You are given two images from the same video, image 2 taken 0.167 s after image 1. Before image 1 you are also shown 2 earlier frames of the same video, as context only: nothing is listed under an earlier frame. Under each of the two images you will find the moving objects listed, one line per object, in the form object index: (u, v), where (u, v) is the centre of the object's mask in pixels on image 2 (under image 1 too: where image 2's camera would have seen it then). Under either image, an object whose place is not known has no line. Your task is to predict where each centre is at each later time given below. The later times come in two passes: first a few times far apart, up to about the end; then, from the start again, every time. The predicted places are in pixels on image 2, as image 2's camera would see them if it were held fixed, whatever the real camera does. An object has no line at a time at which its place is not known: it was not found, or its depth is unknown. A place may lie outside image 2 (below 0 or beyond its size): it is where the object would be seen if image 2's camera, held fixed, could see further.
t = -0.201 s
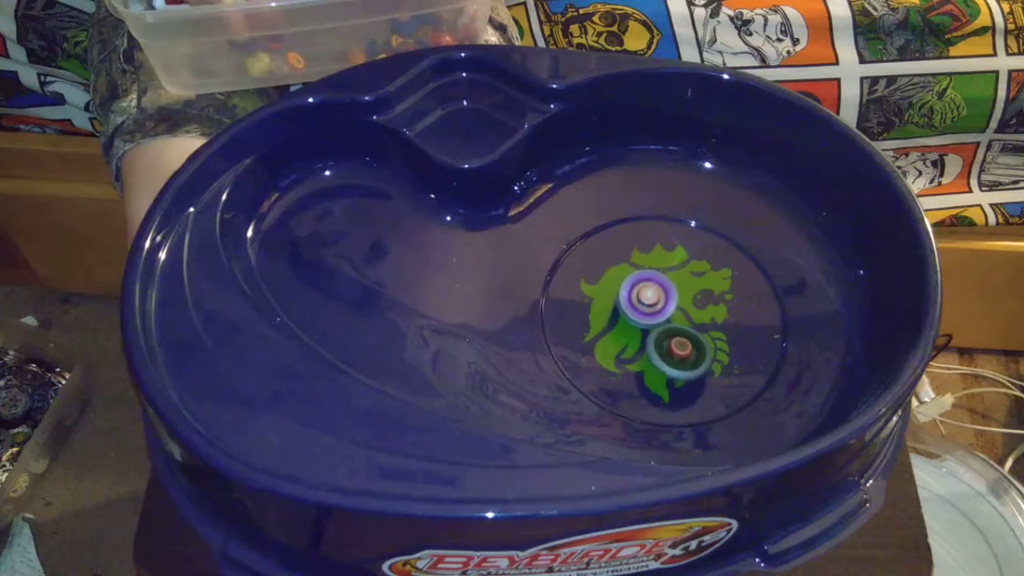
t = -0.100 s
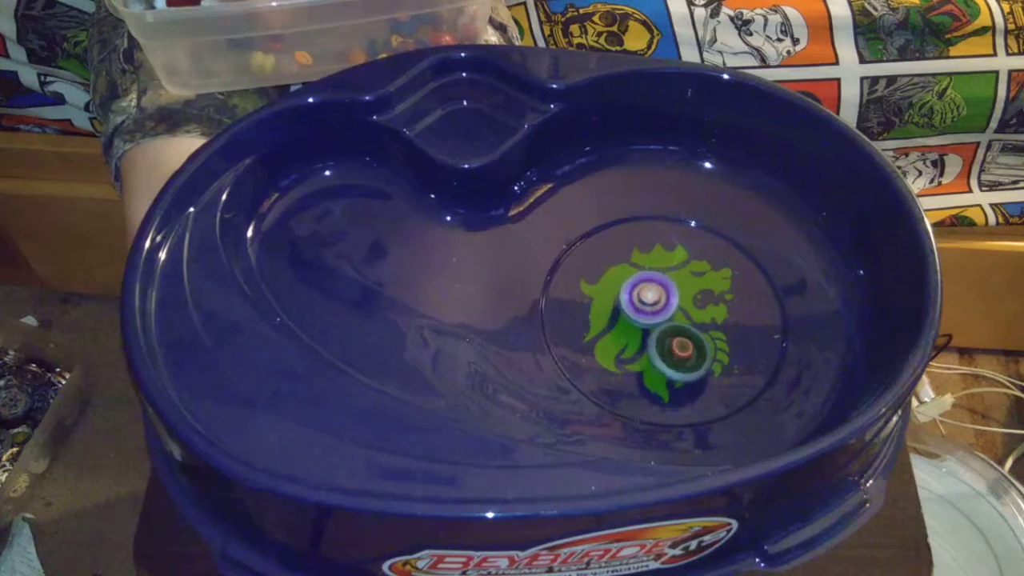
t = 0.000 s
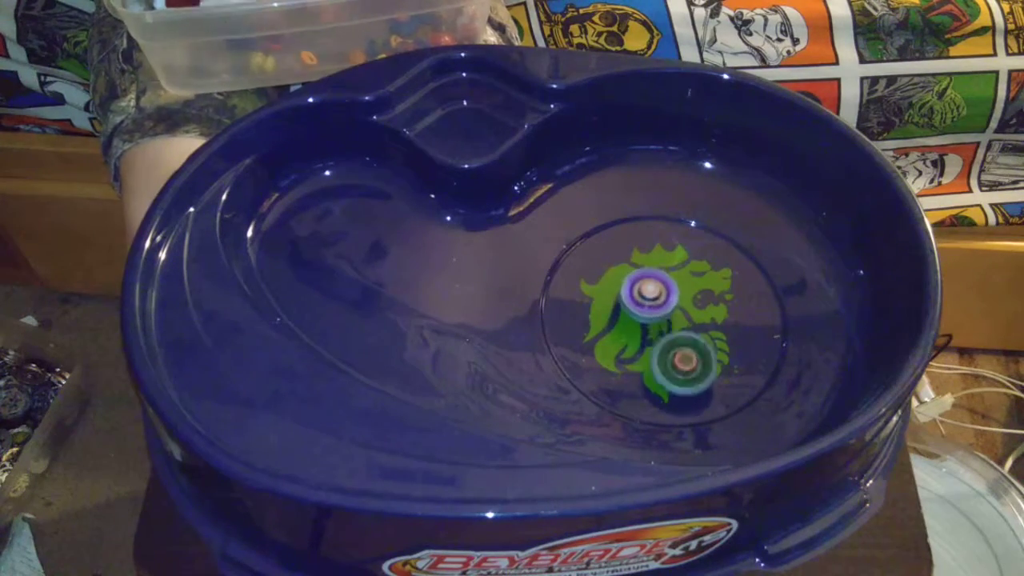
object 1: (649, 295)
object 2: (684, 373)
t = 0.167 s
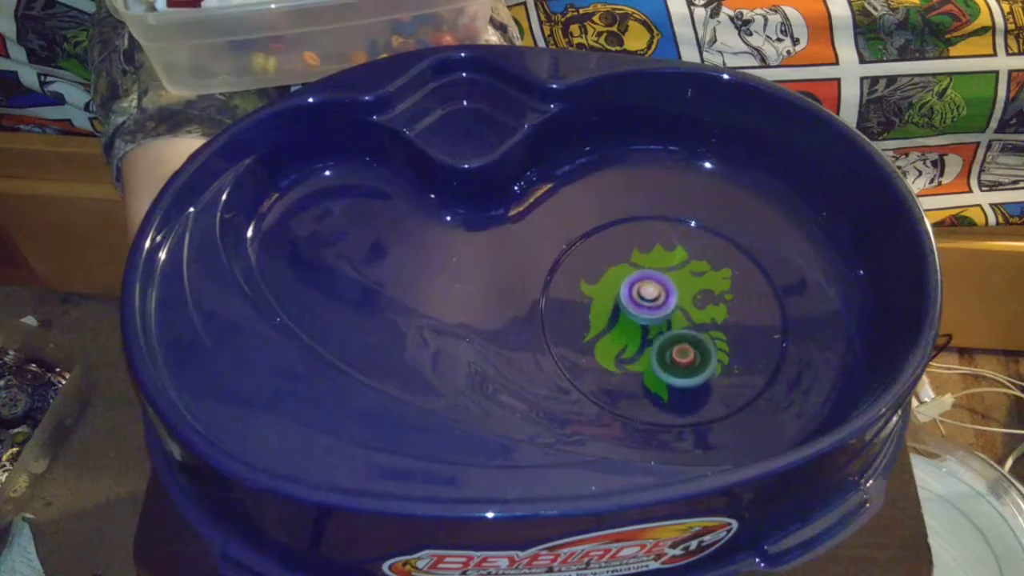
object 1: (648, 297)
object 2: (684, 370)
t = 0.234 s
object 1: (647, 297)
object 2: (684, 370)
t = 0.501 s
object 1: (644, 299)
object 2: (689, 367)
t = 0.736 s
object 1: (644, 299)
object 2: (689, 365)
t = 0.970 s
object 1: (644, 301)
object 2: (690, 361)
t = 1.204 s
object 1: (644, 304)
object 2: (693, 360)
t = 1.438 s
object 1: (643, 306)
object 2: (694, 357)
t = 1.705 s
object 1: (642, 305)
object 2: (695, 356)
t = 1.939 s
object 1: (643, 305)
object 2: (696, 355)
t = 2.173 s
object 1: (637, 292)
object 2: (718, 376)
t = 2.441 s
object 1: (638, 293)
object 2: (719, 376)
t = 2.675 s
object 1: (638, 298)
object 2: (712, 353)
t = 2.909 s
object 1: (636, 302)
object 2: (701, 306)
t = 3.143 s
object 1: (635, 302)
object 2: (696, 296)
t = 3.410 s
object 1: (633, 303)
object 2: (695, 297)
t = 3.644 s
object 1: (626, 304)
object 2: (701, 299)
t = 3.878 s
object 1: (626, 305)
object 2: (699, 298)
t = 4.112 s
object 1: (629, 307)
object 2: (693, 294)
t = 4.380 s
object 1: (630, 312)
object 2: (692, 291)
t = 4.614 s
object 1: (631, 314)
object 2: (686, 292)
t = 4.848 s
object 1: (633, 315)
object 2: (683, 287)
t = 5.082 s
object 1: (635, 317)
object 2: (682, 284)
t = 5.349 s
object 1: (637, 319)
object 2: (676, 281)
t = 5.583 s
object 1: (632, 321)
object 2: (680, 276)
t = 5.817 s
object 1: (633, 322)
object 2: (673, 277)
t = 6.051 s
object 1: (637, 324)
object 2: (664, 279)
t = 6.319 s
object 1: (638, 325)
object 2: (660, 278)
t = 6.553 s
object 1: (631, 333)
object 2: (667, 271)
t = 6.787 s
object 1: (634, 333)
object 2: (670, 268)
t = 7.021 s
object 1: (638, 333)
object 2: (669, 272)
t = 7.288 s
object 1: (643, 334)
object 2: (659, 277)
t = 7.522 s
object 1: (645, 334)
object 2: (651, 279)
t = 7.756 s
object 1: (649, 334)
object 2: (650, 281)
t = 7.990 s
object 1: (649, 336)
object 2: (661, 281)
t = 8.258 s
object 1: (648, 336)
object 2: (671, 284)
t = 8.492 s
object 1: (647, 336)
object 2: (676, 291)
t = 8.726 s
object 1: (648, 336)
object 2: (672, 290)
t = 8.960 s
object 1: (649, 335)
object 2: (676, 289)
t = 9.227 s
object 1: (652, 334)
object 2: (662, 283)
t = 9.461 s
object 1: (657, 335)
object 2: (664, 282)
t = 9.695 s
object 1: (659, 334)
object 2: (660, 282)
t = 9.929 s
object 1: (652, 340)
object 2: (679, 296)
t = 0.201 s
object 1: (648, 297)
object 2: (684, 370)
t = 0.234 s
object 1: (647, 297)
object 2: (684, 370)
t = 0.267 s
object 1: (647, 298)
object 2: (685, 370)
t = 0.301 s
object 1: (646, 298)
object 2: (686, 370)
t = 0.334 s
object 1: (646, 298)
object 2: (686, 370)
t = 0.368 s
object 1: (645, 298)
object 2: (687, 370)
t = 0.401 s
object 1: (645, 298)
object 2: (687, 369)
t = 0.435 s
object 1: (645, 298)
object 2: (688, 369)
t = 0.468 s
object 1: (645, 298)
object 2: (689, 368)
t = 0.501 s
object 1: (644, 299)
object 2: (689, 367)
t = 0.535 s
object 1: (644, 299)
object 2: (689, 366)
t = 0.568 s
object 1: (644, 299)
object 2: (689, 366)
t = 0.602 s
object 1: (644, 299)
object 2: (689, 366)
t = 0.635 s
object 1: (644, 299)
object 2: (689, 365)
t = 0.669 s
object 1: (644, 299)
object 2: (689, 365)
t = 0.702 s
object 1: (644, 299)
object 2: (689, 365)
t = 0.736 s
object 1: (644, 299)
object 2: (689, 365)
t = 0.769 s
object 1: (644, 299)
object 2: (689, 364)
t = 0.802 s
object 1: (644, 299)
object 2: (689, 364)
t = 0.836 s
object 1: (644, 299)
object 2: (689, 364)
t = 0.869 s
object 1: (644, 299)
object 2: (688, 363)
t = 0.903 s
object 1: (644, 300)
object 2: (688, 362)
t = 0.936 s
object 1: (644, 300)
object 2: (689, 362)
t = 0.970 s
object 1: (644, 301)
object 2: (690, 361)
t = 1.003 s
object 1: (644, 301)
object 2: (690, 362)
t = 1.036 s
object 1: (645, 302)
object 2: (691, 361)
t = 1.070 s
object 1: (644, 302)
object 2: (691, 362)
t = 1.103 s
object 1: (645, 303)
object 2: (692, 361)
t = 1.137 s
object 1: (644, 303)
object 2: (693, 361)
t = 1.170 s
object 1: (645, 304)
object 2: (692, 361)
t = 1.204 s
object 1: (644, 304)
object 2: (693, 360)
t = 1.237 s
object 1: (644, 305)
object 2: (693, 360)
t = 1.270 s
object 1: (644, 305)
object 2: (693, 359)
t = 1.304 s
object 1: (644, 306)
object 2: (693, 358)
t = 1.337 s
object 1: (643, 306)
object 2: (694, 358)
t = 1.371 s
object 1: (643, 306)
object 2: (693, 357)
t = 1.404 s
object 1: (643, 306)
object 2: (694, 357)
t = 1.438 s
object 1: (643, 306)
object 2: (694, 357)
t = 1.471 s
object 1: (643, 307)
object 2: (694, 356)
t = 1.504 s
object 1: (643, 307)
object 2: (695, 356)
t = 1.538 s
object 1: (642, 307)
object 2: (695, 356)
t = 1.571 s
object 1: (642, 307)
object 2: (695, 355)
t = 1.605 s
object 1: (642, 307)
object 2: (695, 356)
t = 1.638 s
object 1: (642, 306)
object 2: (695, 357)
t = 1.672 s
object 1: (642, 306)
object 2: (695, 357)
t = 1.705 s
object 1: (642, 305)
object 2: (695, 356)
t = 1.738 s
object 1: (642, 305)
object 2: (695, 356)
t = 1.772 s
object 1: (642, 305)
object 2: (695, 356)
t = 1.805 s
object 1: (642, 305)
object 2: (696, 356)
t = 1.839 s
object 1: (642, 304)
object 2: (696, 356)
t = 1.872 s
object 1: (642, 305)
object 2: (696, 356)
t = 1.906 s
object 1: (643, 305)
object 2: (697, 356)
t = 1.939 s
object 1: (643, 305)
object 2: (696, 355)
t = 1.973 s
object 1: (643, 305)
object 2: (696, 355)
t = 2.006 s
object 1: (644, 304)
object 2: (696, 354)
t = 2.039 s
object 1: (643, 304)
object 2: (699, 356)
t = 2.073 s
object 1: (639, 297)
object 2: (708, 365)
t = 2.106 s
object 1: (637, 294)
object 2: (713, 371)
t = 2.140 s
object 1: (637, 293)
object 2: (717, 374)
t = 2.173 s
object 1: (637, 292)
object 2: (718, 376)
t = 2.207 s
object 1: (637, 292)
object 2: (719, 376)
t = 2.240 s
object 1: (637, 293)
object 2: (719, 376)
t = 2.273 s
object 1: (637, 292)
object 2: (719, 377)
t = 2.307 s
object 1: (637, 293)
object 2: (719, 377)
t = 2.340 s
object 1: (637, 292)
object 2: (719, 377)
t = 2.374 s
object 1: (637, 293)
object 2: (719, 377)
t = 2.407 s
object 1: (637, 293)
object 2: (719, 376)
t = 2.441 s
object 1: (638, 293)
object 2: (719, 376)
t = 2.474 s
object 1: (638, 294)
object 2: (719, 376)
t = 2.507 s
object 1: (638, 294)
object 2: (719, 374)
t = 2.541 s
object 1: (638, 295)
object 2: (718, 372)
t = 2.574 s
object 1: (638, 295)
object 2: (717, 368)
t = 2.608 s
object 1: (639, 297)
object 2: (715, 364)
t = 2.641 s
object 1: (638, 297)
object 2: (714, 360)
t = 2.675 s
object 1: (638, 298)
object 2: (712, 353)
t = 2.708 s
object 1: (638, 299)
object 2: (711, 347)
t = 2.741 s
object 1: (638, 299)
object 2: (710, 333)
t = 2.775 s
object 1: (638, 300)
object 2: (708, 326)
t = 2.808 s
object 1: (637, 300)
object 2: (706, 321)
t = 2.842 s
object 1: (636, 301)
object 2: (704, 316)
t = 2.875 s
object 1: (636, 301)
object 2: (702, 311)
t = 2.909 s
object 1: (636, 302)
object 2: (701, 306)
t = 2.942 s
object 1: (636, 301)
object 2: (700, 303)
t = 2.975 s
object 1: (636, 302)
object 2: (699, 300)
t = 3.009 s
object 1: (635, 301)
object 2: (698, 297)
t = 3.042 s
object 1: (636, 302)
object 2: (698, 297)
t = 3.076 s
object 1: (635, 301)
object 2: (698, 296)
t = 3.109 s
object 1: (636, 302)
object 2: (697, 296)
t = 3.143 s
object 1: (635, 302)
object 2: (696, 296)
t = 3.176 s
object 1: (635, 302)
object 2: (697, 295)
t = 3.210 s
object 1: (633, 302)
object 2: (700, 294)
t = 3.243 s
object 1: (632, 301)
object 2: (700, 295)
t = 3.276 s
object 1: (632, 302)
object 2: (699, 296)
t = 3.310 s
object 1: (632, 301)
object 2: (698, 296)
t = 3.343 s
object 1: (633, 302)
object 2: (697, 296)
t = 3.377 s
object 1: (633, 302)
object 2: (696, 296)
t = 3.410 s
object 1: (633, 303)
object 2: (695, 297)
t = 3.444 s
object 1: (632, 303)
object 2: (695, 298)
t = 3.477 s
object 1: (628, 303)
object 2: (699, 299)
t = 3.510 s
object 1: (626, 303)
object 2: (702, 300)
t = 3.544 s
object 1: (625, 303)
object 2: (702, 300)
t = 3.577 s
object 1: (627, 304)
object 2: (701, 300)
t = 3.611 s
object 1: (626, 304)
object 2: (701, 300)
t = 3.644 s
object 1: (626, 304)
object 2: (701, 299)
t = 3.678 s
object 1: (626, 305)
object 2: (702, 299)
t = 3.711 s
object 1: (626, 304)
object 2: (700, 298)
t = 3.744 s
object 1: (626, 305)
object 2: (700, 298)
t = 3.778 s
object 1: (626, 305)
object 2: (700, 298)
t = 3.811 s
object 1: (626, 305)
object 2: (700, 298)
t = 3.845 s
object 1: (626, 305)
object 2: (700, 298)
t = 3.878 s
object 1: (626, 305)
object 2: (699, 298)
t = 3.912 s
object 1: (626, 305)
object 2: (699, 298)
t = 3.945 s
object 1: (627, 305)
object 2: (698, 299)
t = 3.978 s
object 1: (627, 306)
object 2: (696, 299)
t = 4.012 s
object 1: (627, 306)
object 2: (694, 298)
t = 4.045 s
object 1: (628, 306)
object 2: (693, 297)
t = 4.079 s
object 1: (628, 306)
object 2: (692, 295)
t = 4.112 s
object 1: (629, 307)
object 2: (693, 294)
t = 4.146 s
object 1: (629, 307)
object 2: (693, 293)
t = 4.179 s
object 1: (630, 308)
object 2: (693, 292)
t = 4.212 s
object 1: (630, 309)
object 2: (693, 291)
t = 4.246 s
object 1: (630, 309)
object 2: (693, 291)
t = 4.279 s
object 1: (630, 311)
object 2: (693, 291)
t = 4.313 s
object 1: (630, 311)
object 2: (693, 292)
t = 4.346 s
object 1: (631, 312)
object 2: (693, 292)
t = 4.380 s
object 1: (630, 312)
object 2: (692, 291)
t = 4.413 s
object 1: (631, 313)
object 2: (691, 291)
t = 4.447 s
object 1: (631, 313)
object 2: (691, 291)
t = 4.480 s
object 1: (631, 313)
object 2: (691, 291)
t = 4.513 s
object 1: (631, 314)
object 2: (691, 292)
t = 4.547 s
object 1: (630, 314)
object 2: (690, 292)
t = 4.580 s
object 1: (631, 314)
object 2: (688, 293)
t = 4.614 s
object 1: (631, 314)
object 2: (686, 292)
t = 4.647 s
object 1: (631, 314)
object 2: (685, 291)
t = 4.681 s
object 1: (631, 314)
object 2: (683, 290)
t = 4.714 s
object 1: (631, 314)
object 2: (683, 288)
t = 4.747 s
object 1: (632, 314)
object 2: (683, 287)
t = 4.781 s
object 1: (632, 314)
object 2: (683, 286)
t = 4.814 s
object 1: (633, 314)
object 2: (684, 286)
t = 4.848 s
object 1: (633, 315)
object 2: (683, 287)
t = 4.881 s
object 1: (634, 315)
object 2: (683, 286)
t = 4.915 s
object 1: (634, 316)
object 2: (683, 286)
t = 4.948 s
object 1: (635, 315)
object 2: (682, 286)
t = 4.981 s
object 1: (635, 316)
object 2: (682, 286)
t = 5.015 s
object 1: (635, 316)
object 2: (682, 285)
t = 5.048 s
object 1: (635, 316)
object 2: (682, 284)
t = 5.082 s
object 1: (635, 317)
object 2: (682, 284)
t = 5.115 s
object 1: (636, 317)
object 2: (682, 285)
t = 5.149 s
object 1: (636, 318)
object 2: (682, 285)
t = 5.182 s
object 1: (636, 318)
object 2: (682, 286)
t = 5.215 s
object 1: (636, 319)
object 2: (680, 285)
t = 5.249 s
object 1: (636, 318)
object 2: (678, 284)
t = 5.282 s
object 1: (637, 319)
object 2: (677, 283)
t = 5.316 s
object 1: (636, 319)
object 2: (676, 282)
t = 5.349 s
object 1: (637, 319)
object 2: (676, 281)
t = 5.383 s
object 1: (637, 319)
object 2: (676, 282)
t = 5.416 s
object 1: (636, 319)
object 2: (675, 281)
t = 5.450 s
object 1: (637, 319)
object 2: (674, 281)
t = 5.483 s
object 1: (636, 320)
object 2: (674, 281)
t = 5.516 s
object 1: (634, 321)
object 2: (677, 279)
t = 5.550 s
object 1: (632, 322)
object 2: (679, 276)
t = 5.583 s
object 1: (632, 321)
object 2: (680, 276)
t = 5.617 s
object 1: (632, 322)
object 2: (680, 275)
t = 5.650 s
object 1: (632, 322)
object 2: (680, 276)
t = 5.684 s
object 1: (633, 322)
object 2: (679, 277)
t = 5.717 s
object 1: (633, 323)
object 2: (678, 278)
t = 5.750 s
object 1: (633, 322)
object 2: (676, 278)
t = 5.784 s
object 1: (633, 323)
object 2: (674, 278)
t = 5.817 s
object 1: (633, 322)
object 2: (673, 277)
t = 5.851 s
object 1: (634, 323)
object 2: (672, 276)
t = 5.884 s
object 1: (634, 323)
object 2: (672, 277)
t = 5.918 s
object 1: (635, 323)
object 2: (671, 277)
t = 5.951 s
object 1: (636, 323)
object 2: (670, 278)
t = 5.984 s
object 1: (636, 323)
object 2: (668, 278)
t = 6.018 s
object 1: (637, 323)
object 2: (666, 279)
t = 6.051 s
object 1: (637, 324)
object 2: (664, 279)
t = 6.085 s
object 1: (637, 324)
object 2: (663, 278)
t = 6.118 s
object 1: (636, 325)
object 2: (661, 277)
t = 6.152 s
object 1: (636, 324)
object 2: (661, 277)
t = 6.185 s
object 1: (637, 324)
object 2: (661, 277)
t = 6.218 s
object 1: (637, 324)
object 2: (660, 277)
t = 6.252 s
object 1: (638, 325)
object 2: (660, 278)
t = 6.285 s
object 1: (638, 326)
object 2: (660, 278)
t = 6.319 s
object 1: (638, 325)
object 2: (660, 278)
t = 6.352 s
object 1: (637, 326)
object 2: (660, 278)
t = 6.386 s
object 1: (636, 326)
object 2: (659, 277)
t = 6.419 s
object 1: (637, 326)
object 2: (659, 277)
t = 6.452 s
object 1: (637, 326)
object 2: (658, 278)
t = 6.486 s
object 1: (636, 327)
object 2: (658, 278)
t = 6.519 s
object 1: (634, 331)
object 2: (662, 274)
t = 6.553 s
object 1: (631, 333)
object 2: (667, 271)
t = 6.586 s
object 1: (630, 333)
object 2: (671, 270)
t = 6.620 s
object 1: (630, 333)
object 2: (672, 270)
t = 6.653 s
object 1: (631, 332)
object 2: (673, 270)
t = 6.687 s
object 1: (633, 332)
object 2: (672, 270)
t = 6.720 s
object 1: (633, 333)
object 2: (671, 270)
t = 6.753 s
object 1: (633, 333)
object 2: (671, 269)
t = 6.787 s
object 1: (634, 333)
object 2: (670, 268)
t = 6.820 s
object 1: (634, 333)
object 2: (669, 268)
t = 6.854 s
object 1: (635, 332)
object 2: (668, 268)
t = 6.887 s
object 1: (635, 333)
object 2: (668, 269)
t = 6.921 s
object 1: (636, 332)
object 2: (668, 269)
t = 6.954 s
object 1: (637, 333)
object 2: (669, 269)
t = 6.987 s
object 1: (637, 333)
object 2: (669, 271)
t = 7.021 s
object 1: (638, 333)
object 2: (669, 272)
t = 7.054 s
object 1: (639, 333)
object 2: (667, 273)
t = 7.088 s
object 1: (639, 333)
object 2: (665, 274)
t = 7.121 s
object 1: (640, 333)
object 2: (663, 274)
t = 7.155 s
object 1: (640, 334)
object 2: (662, 274)
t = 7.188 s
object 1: (641, 334)
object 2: (662, 275)
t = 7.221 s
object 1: (642, 334)
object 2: (662, 276)
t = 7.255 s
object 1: (641, 334)
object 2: (661, 276)
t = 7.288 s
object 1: (643, 334)
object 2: (659, 277)
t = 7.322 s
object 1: (643, 334)
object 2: (658, 278)
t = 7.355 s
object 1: (643, 334)
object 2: (656, 279)
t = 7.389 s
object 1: (644, 335)
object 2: (654, 279)
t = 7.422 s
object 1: (644, 335)
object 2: (653, 279)
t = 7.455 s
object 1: (644, 334)
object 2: (651, 280)
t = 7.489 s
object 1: (645, 334)
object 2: (651, 279)
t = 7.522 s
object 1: (645, 334)
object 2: (651, 279)
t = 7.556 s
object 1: (646, 334)
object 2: (651, 279)
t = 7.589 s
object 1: (646, 334)
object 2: (651, 279)
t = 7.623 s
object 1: (647, 334)
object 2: (651, 280)
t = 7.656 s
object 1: (647, 334)
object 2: (651, 280)
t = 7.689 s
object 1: (647, 334)
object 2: (650, 280)
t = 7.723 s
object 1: (648, 334)
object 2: (650, 281)
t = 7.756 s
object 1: (649, 334)
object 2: (650, 281)
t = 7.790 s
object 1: (648, 334)
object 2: (651, 281)
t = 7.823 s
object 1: (648, 336)
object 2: (652, 280)
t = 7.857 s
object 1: (646, 337)
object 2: (654, 278)
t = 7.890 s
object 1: (646, 336)
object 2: (656, 277)
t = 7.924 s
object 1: (648, 335)
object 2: (659, 279)
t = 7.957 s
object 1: (649, 336)
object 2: (660, 280)
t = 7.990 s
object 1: (649, 336)
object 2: (661, 281)
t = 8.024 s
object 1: (649, 336)
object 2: (661, 283)
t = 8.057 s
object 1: (649, 335)
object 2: (661, 285)
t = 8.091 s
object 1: (649, 335)
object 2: (660, 286)
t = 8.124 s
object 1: (648, 338)
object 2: (661, 285)
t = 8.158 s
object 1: (647, 338)
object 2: (663, 283)
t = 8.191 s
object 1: (646, 337)
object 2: (668, 282)
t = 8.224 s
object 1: (646, 337)
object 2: (670, 282)
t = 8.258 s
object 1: (648, 336)
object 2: (671, 284)
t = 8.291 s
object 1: (649, 337)
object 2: (672, 286)
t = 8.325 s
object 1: (649, 338)
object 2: (673, 289)
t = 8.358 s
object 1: (649, 337)
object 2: (674, 290)
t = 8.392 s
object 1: (649, 338)
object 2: (674, 290)
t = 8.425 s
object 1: (648, 337)
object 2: (674, 291)
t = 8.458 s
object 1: (647, 337)
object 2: (676, 292)
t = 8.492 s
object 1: (647, 336)
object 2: (676, 291)
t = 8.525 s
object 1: (648, 335)
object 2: (675, 290)
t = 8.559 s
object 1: (649, 336)
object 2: (674, 290)
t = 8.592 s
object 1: (649, 336)
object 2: (673, 291)
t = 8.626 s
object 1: (647, 337)
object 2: (673, 290)
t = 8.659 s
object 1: (646, 338)
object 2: (673, 290)
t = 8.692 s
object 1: (646, 336)
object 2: (673, 289)
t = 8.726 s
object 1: (648, 336)
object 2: (672, 290)
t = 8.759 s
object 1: (648, 335)
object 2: (671, 289)
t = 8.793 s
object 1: (648, 335)
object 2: (671, 289)
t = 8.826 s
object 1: (648, 335)
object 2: (671, 288)
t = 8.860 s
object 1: (648, 336)
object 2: (671, 287)
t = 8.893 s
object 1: (647, 335)
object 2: (672, 288)
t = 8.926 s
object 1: (648, 334)
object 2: (674, 288)
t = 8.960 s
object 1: (649, 335)
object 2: (676, 289)
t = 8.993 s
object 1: (649, 335)
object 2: (677, 288)
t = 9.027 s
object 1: (649, 335)
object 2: (677, 288)
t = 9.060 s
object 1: (649, 335)
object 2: (676, 288)
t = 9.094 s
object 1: (650, 334)
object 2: (675, 287)
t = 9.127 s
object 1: (651, 334)
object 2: (673, 286)
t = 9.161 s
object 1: (651, 335)
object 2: (670, 285)
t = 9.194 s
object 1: (651, 334)
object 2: (663, 285)
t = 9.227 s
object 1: (652, 334)
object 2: (662, 283)
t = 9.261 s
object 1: (652, 334)
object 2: (661, 282)
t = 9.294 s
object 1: (653, 334)
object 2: (661, 283)
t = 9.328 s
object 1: (655, 334)
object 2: (660, 282)
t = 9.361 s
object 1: (655, 334)
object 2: (660, 283)
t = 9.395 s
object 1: (656, 334)
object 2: (662, 283)
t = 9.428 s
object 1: (657, 335)
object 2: (663, 283)
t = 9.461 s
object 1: (657, 335)
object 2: (664, 282)
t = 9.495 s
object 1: (657, 335)
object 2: (663, 282)
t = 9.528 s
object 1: (658, 337)
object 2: (663, 283)
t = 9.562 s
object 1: (658, 336)
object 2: (662, 283)
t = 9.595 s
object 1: (658, 335)
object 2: (661, 282)
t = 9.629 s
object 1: (659, 336)
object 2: (661, 282)
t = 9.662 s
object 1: (658, 335)
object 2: (660, 282)
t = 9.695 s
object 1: (659, 334)
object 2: (660, 282)
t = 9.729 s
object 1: (659, 334)
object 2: (659, 283)
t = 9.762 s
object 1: (659, 334)
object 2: (660, 284)
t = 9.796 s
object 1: (659, 334)
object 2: (662, 286)
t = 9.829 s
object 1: (658, 334)
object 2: (664, 287)
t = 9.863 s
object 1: (657, 334)
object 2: (670, 290)
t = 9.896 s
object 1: (654, 337)
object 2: (675, 293)
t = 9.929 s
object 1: (652, 340)
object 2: (679, 296)
